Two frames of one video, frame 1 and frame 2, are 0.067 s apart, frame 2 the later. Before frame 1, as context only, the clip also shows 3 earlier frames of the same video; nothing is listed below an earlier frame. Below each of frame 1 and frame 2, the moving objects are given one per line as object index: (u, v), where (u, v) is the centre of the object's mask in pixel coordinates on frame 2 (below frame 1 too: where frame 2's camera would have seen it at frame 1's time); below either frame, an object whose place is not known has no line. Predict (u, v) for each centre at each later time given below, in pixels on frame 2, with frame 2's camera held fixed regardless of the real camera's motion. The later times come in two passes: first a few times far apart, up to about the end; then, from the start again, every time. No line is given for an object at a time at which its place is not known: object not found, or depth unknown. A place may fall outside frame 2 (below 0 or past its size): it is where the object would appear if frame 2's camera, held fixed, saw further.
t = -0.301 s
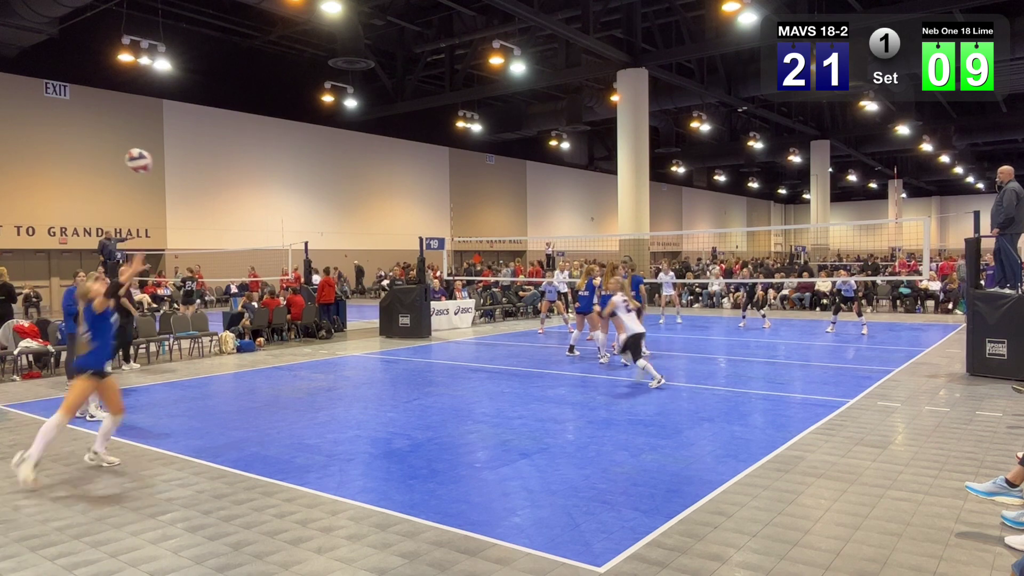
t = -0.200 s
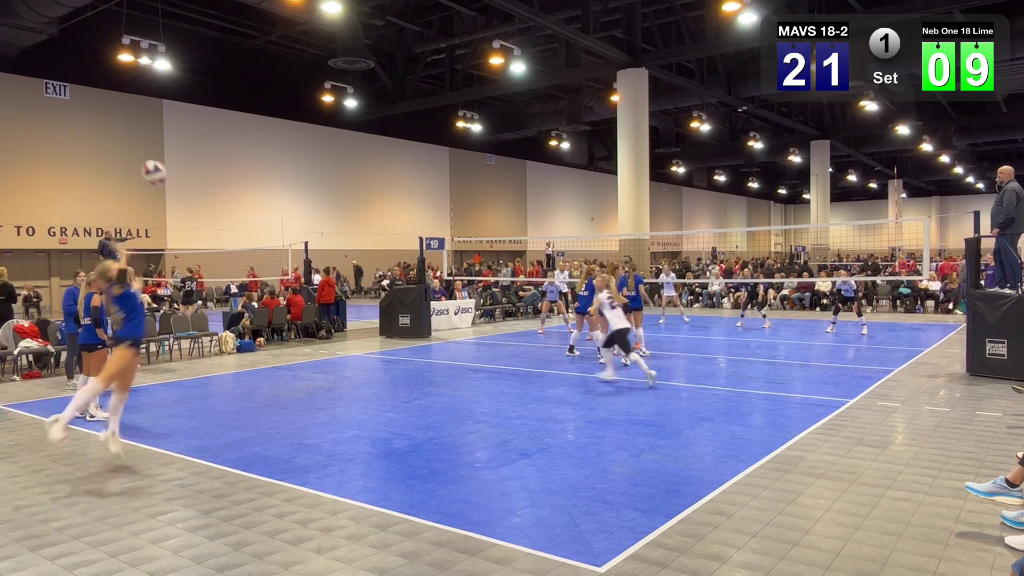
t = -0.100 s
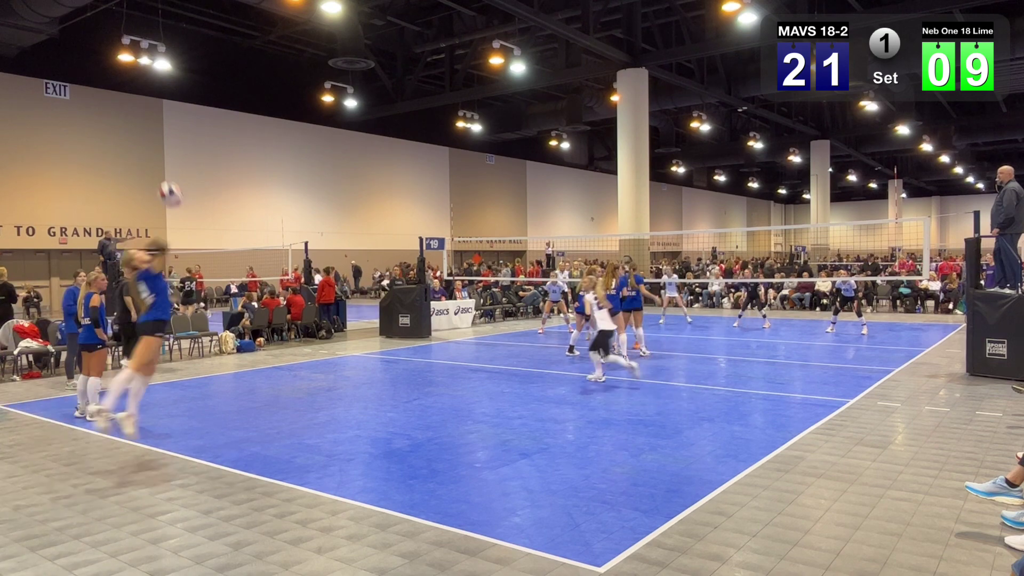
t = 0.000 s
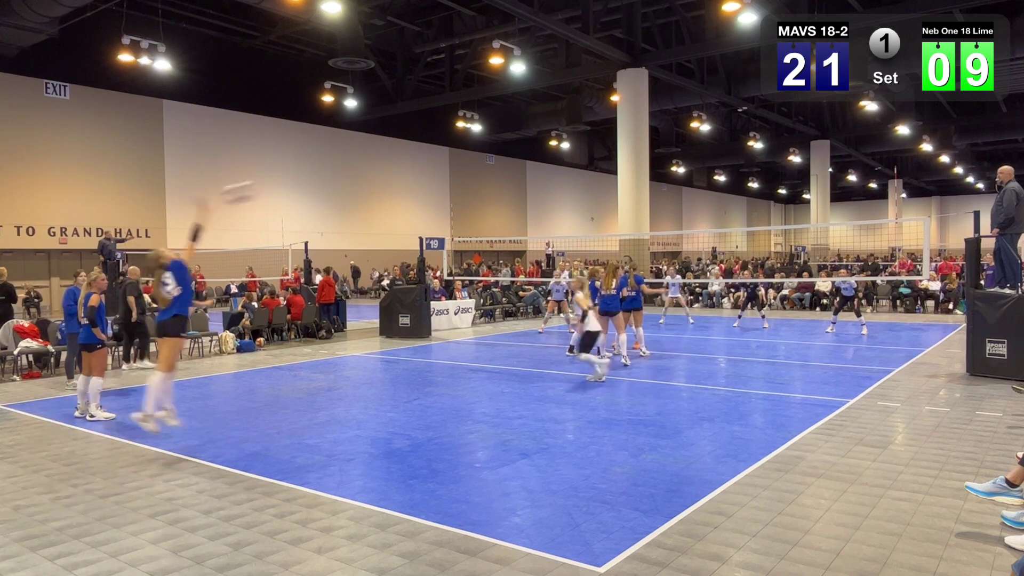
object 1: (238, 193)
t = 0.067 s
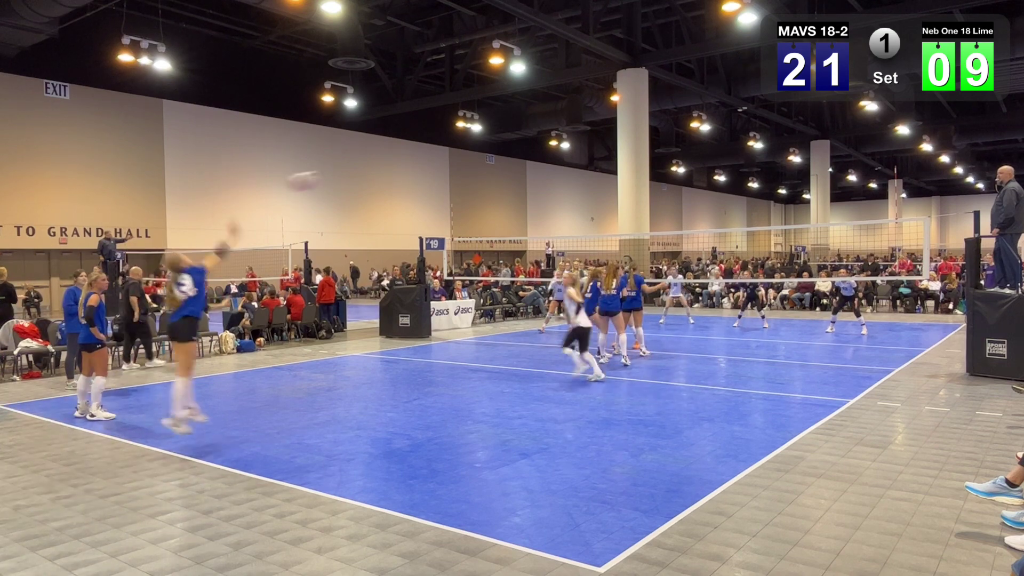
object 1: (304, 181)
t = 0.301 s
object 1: (458, 174)
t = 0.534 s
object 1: (549, 200)
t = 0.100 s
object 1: (331, 175)
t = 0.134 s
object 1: (357, 173)
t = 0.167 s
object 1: (381, 173)
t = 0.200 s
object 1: (403, 172)
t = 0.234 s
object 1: (422, 171)
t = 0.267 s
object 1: (441, 173)
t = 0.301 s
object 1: (458, 174)
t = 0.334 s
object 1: (474, 176)
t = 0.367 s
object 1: (489, 179)
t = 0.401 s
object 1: (503, 183)
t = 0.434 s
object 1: (515, 186)
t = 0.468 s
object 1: (527, 190)
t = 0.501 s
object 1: (538, 195)
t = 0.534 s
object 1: (549, 200)
